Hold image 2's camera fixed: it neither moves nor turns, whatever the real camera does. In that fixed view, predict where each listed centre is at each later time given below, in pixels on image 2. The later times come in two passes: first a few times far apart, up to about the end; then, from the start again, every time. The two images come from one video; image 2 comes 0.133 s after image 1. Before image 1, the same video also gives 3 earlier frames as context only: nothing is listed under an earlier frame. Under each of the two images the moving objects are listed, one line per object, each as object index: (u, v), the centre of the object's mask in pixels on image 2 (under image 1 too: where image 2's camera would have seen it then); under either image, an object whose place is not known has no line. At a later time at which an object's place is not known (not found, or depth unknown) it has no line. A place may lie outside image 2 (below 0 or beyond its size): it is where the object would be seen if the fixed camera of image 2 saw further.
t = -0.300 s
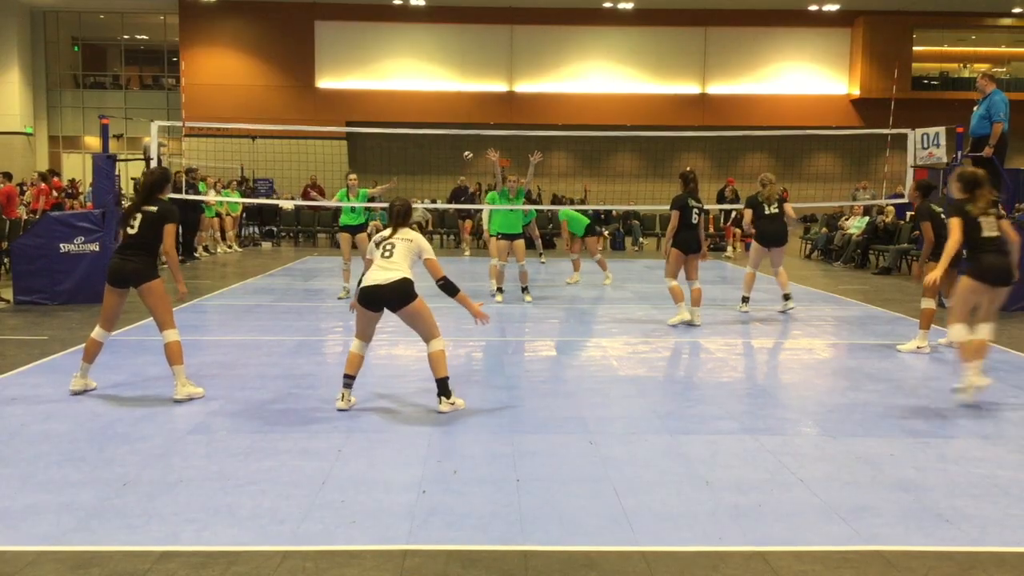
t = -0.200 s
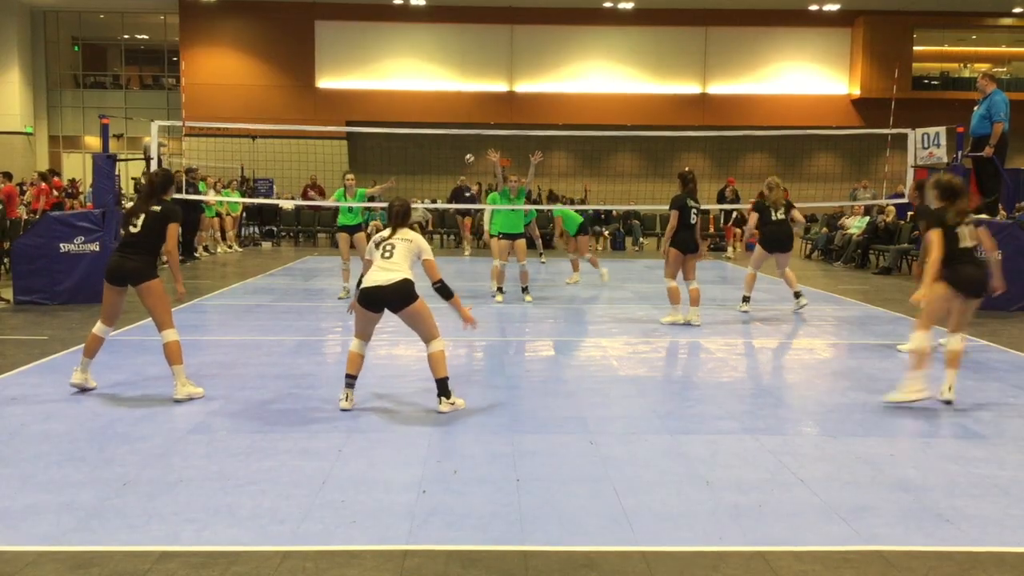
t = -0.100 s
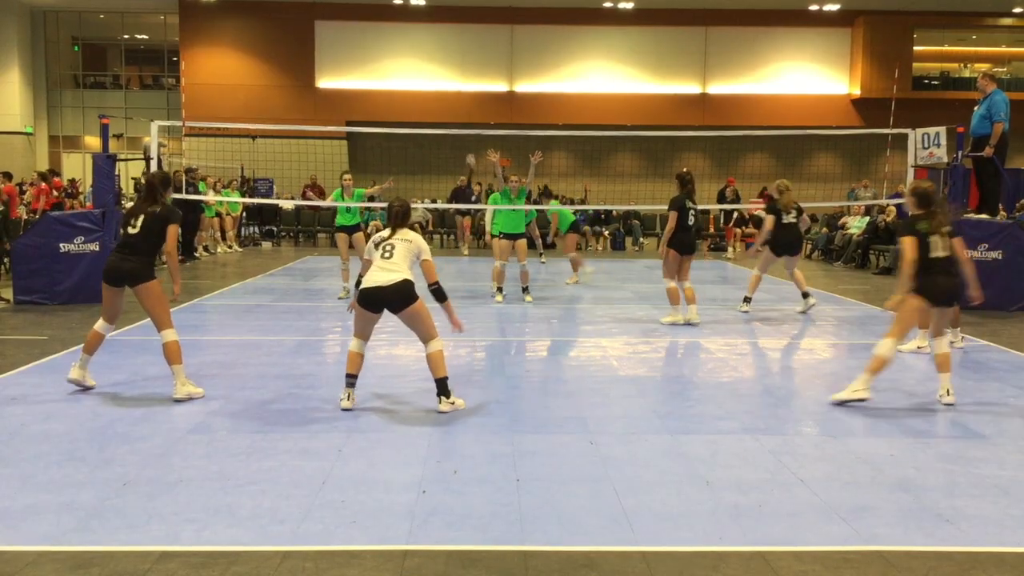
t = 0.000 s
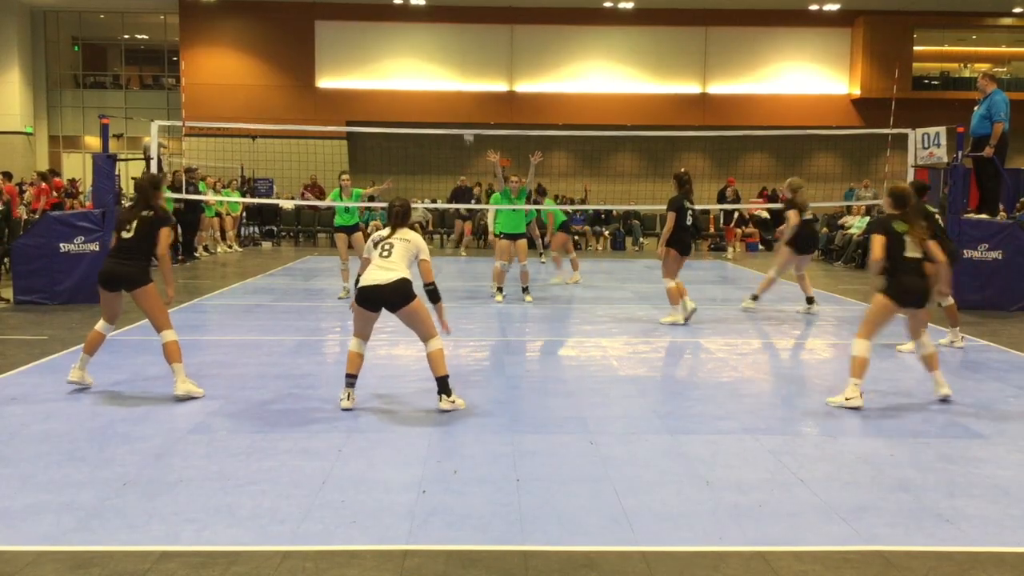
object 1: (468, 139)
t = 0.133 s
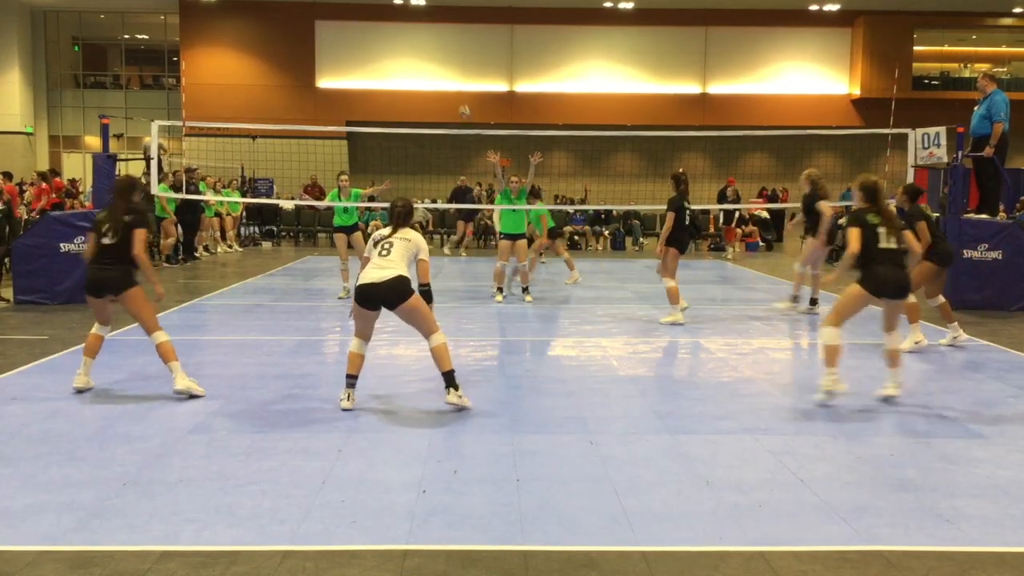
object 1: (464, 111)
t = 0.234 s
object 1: (461, 96)
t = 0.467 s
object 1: (448, 72)
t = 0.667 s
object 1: (433, 76)
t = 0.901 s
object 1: (404, 139)
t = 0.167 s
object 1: (463, 106)
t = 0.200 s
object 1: (462, 99)
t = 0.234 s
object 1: (461, 96)
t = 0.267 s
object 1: (459, 91)
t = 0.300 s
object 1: (458, 87)
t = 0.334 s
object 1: (456, 83)
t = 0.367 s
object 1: (454, 79)
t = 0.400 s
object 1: (452, 76)
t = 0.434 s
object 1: (450, 74)
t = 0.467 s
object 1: (448, 72)
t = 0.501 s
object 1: (446, 71)
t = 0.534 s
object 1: (444, 71)
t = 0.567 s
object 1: (442, 71)
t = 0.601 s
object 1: (439, 72)
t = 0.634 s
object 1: (436, 74)
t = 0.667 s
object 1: (433, 76)
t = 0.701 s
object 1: (429, 80)
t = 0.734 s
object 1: (425, 87)
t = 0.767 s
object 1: (420, 97)
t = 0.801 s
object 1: (417, 102)
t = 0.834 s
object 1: (413, 113)
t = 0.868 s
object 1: (409, 125)
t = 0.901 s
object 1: (404, 139)
